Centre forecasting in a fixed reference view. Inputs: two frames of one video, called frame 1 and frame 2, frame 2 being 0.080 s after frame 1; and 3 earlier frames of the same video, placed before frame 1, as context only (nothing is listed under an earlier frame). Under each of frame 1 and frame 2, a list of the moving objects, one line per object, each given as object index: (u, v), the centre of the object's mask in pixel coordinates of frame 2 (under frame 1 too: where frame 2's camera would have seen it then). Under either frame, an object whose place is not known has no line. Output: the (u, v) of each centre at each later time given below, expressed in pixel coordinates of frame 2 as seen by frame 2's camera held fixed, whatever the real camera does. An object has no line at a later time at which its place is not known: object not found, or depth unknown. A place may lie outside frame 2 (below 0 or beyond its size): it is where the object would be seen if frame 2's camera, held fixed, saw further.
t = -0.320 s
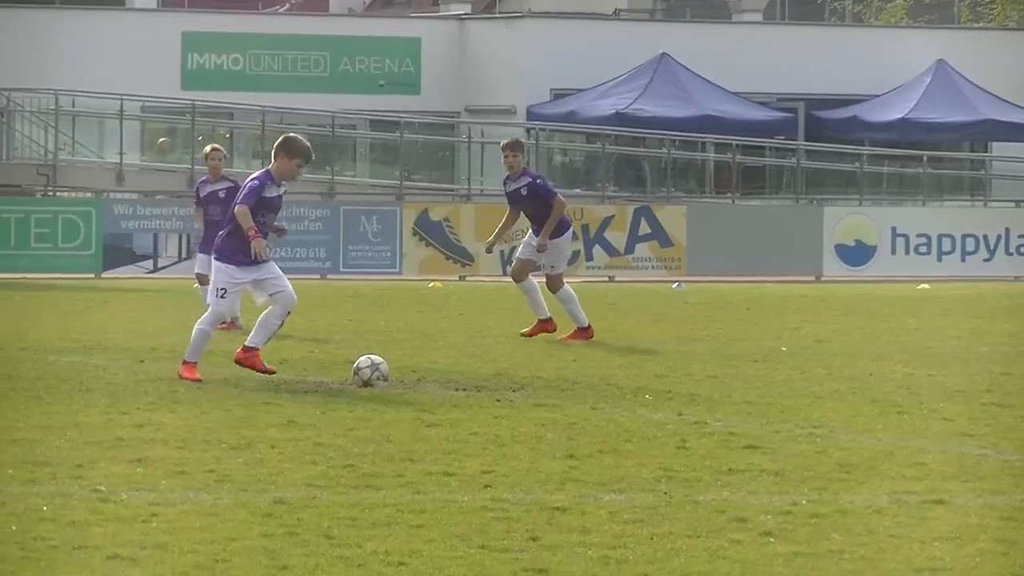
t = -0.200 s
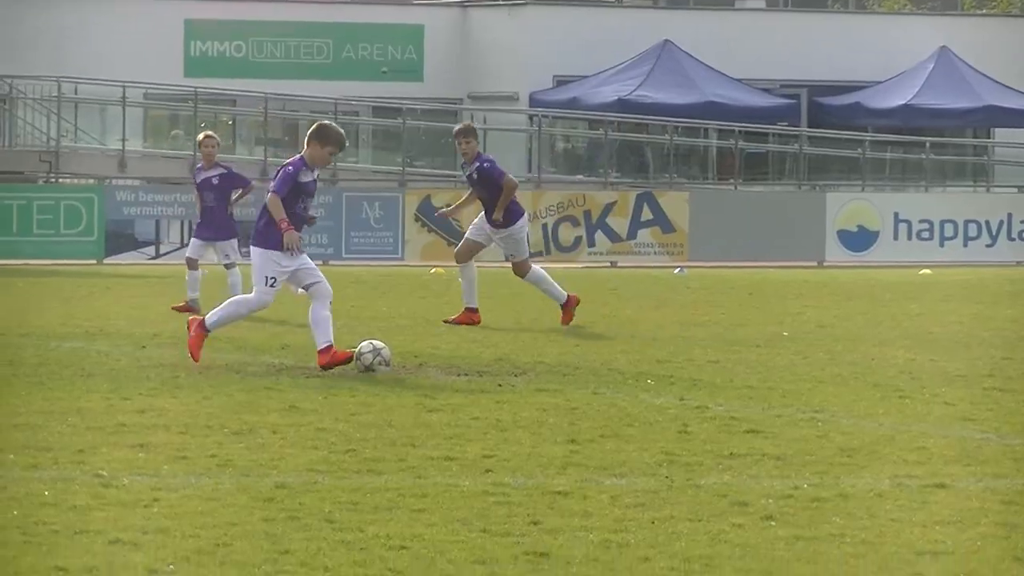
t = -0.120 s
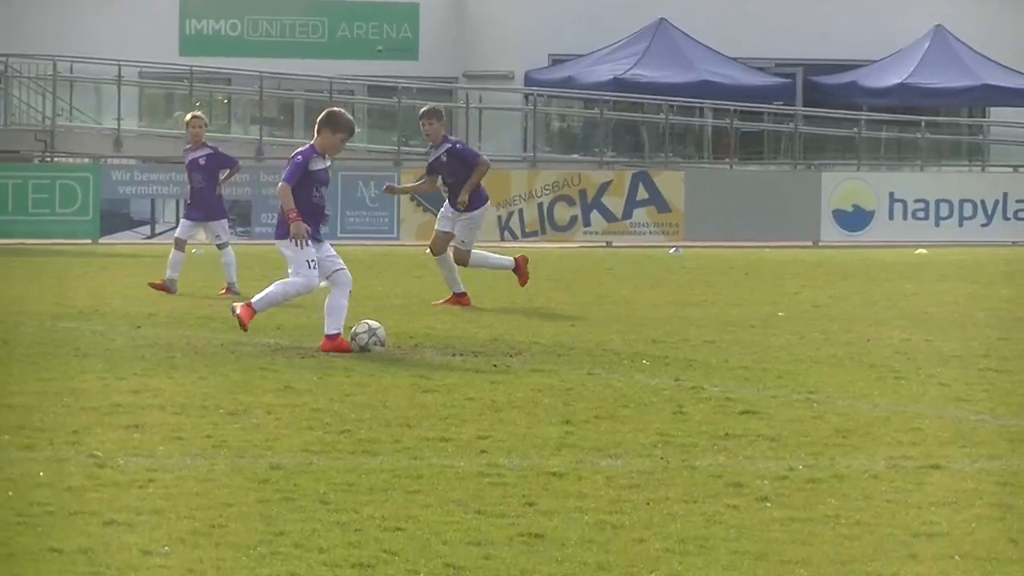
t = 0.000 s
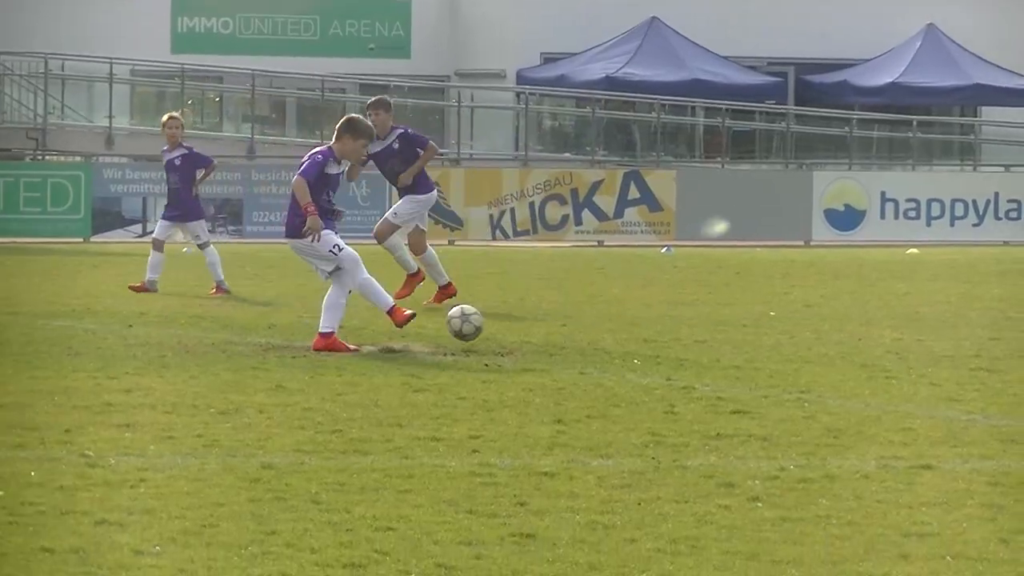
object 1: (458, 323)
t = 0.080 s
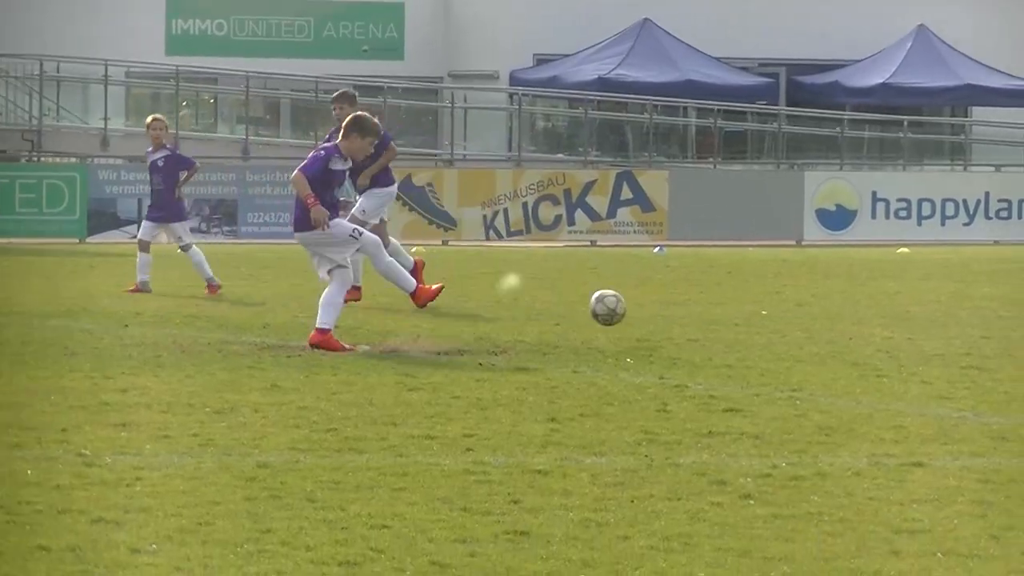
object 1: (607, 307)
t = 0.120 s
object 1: (678, 305)
